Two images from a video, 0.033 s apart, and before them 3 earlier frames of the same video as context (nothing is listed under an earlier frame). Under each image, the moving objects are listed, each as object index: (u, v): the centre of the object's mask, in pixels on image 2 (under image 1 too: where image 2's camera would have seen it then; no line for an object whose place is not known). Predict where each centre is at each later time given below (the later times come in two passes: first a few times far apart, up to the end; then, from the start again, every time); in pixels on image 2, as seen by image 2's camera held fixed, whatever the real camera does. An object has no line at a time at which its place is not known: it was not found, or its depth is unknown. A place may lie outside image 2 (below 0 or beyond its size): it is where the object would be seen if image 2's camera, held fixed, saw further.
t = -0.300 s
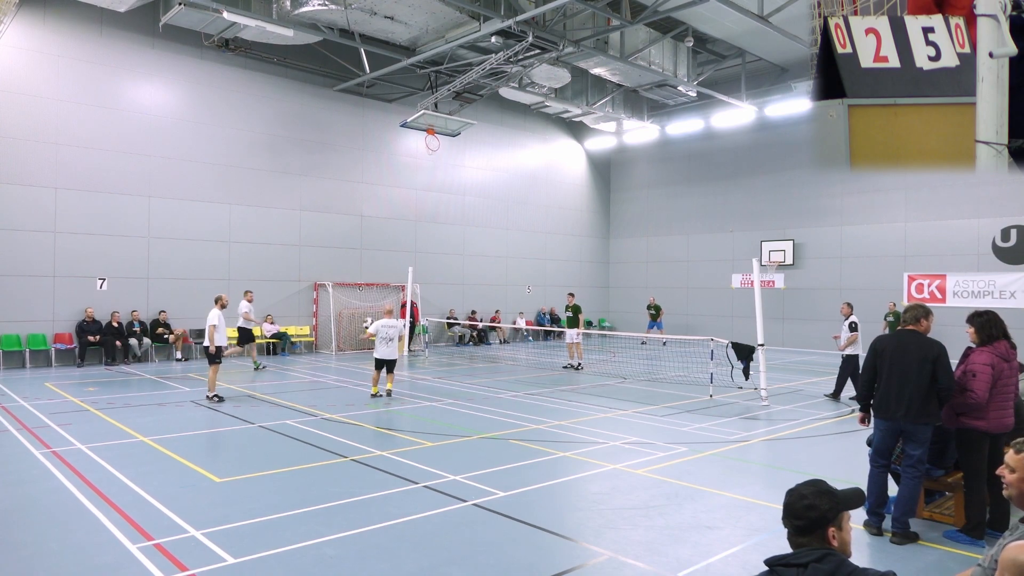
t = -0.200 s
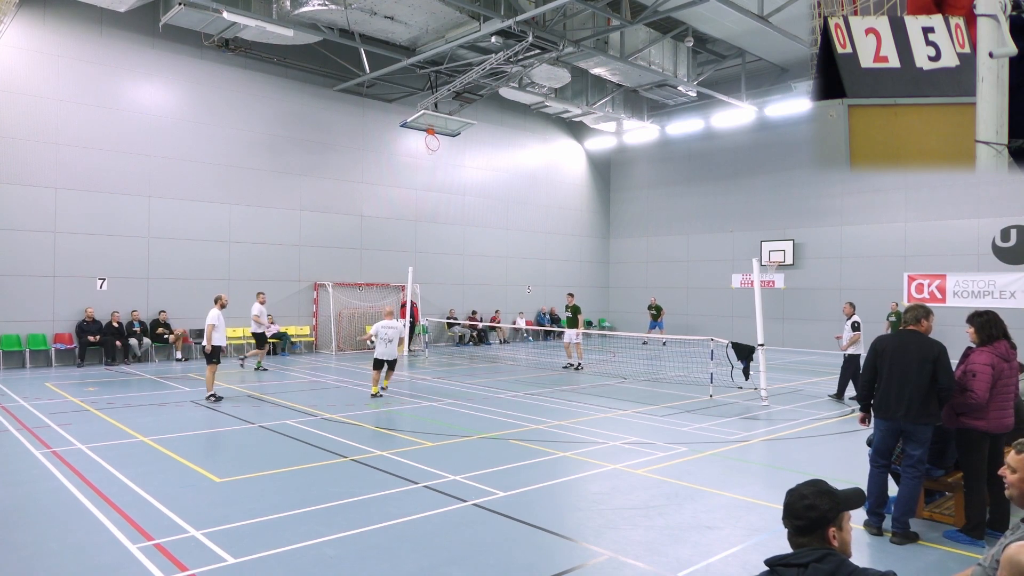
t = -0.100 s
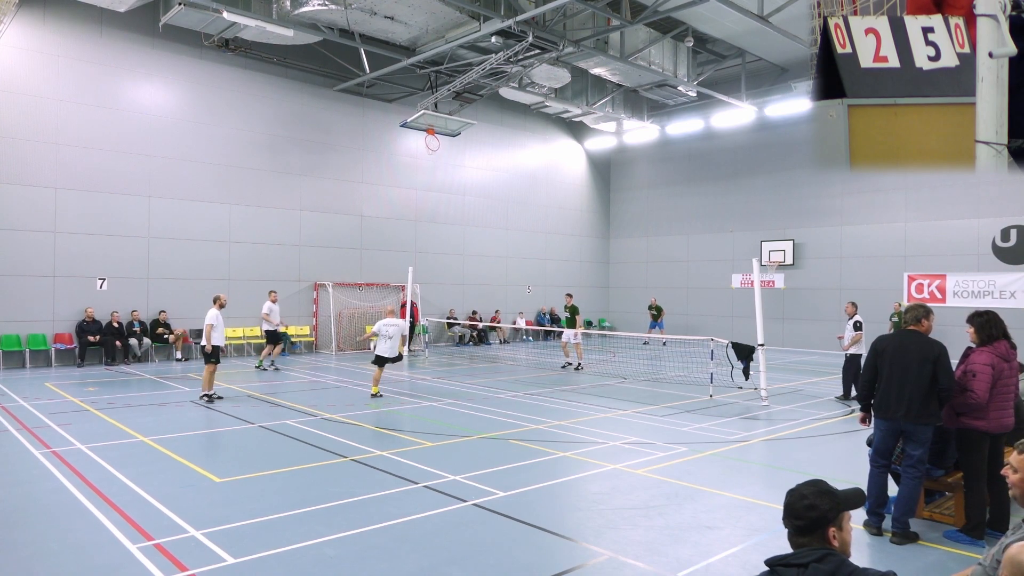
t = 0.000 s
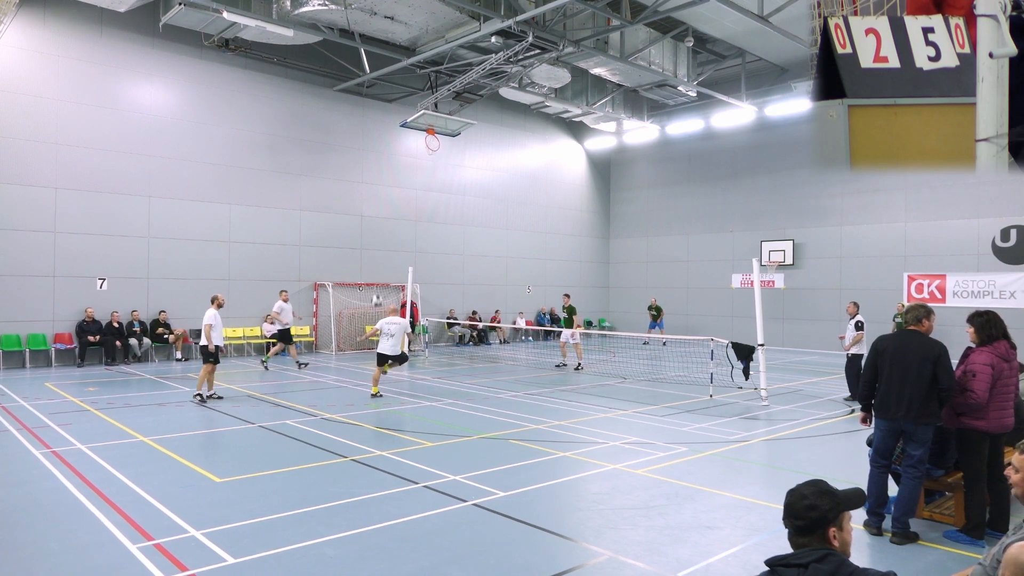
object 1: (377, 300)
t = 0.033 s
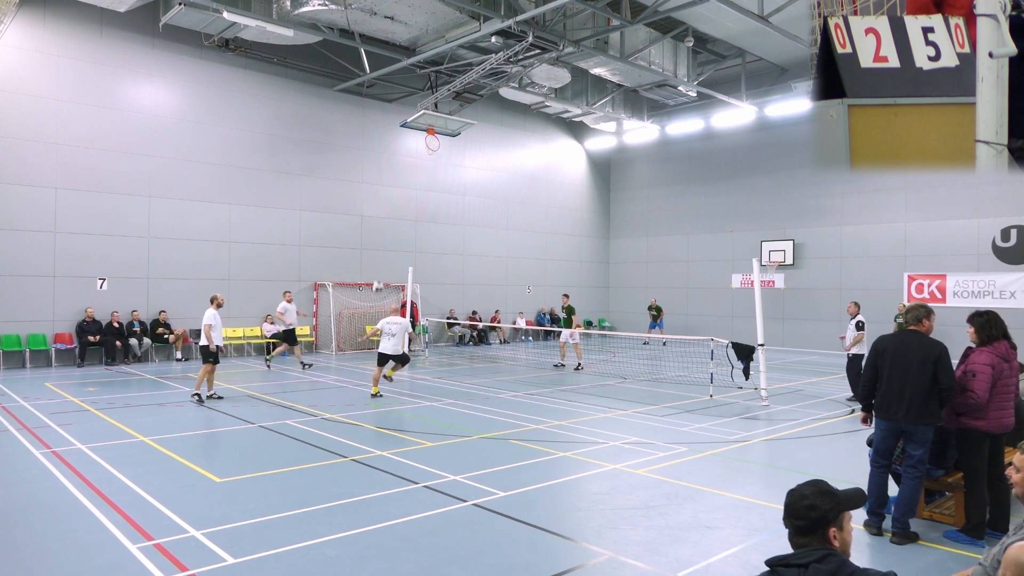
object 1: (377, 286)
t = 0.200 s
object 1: (377, 227)
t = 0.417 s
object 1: (378, 174)
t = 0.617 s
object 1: (379, 148)
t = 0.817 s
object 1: (379, 143)
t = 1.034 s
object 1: (378, 159)
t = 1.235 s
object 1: (378, 194)
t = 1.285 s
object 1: (378, 205)
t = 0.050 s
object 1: (377, 280)
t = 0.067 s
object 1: (377, 273)
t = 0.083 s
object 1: (377, 267)
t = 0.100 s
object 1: (377, 261)
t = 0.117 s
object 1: (376, 255)
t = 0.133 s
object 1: (376, 249)
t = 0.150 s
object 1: (376, 243)
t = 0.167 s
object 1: (377, 238)
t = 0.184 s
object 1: (377, 232)
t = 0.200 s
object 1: (377, 227)
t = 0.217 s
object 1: (377, 221)
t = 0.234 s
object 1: (377, 218)
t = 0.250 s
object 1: (378, 213)
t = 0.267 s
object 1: (378, 208)
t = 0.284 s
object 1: (378, 204)
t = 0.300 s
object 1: (378, 200)
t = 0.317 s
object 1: (378, 196)
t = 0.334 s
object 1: (378, 192)
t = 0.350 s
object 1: (378, 188)
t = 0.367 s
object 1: (378, 184)
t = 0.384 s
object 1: (378, 181)
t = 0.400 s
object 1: (378, 178)
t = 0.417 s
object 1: (378, 174)
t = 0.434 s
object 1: (378, 171)
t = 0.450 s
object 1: (378, 169)
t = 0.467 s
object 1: (378, 166)
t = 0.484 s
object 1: (378, 164)
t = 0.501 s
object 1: (379, 161)
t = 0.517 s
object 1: (379, 159)
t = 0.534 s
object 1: (379, 157)
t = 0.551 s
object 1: (378, 155)
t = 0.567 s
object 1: (378, 153)
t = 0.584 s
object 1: (379, 151)
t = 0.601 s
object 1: (379, 150)
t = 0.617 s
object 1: (379, 148)
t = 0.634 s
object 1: (379, 147)
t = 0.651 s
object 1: (379, 146)
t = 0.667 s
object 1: (379, 145)
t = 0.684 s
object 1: (379, 144)
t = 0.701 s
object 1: (379, 144)
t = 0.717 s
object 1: (379, 143)
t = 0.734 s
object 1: (378, 143)
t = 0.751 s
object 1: (378, 142)
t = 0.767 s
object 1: (379, 142)
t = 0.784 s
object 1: (378, 142)
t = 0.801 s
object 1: (378, 142)
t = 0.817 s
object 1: (379, 143)
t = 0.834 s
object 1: (379, 143)
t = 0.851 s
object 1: (379, 143)
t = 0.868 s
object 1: (379, 144)
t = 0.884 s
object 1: (379, 145)
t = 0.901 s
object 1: (379, 146)
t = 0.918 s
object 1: (379, 147)
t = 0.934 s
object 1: (379, 148)
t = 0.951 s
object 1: (379, 150)
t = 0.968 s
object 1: (379, 151)
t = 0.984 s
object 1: (379, 153)
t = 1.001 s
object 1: (379, 155)
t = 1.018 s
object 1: (378, 157)
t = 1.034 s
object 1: (378, 159)
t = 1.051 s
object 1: (378, 161)
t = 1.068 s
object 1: (378, 164)
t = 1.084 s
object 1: (378, 166)
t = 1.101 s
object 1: (378, 168)
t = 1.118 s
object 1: (378, 172)
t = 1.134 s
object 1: (378, 174)
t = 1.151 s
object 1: (378, 177)
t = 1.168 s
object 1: (378, 180)
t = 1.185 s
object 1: (378, 183)
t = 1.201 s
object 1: (378, 187)
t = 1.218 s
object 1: (378, 191)
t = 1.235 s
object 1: (378, 194)
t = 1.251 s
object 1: (378, 198)
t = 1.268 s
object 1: (378, 202)
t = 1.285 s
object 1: (378, 205)
